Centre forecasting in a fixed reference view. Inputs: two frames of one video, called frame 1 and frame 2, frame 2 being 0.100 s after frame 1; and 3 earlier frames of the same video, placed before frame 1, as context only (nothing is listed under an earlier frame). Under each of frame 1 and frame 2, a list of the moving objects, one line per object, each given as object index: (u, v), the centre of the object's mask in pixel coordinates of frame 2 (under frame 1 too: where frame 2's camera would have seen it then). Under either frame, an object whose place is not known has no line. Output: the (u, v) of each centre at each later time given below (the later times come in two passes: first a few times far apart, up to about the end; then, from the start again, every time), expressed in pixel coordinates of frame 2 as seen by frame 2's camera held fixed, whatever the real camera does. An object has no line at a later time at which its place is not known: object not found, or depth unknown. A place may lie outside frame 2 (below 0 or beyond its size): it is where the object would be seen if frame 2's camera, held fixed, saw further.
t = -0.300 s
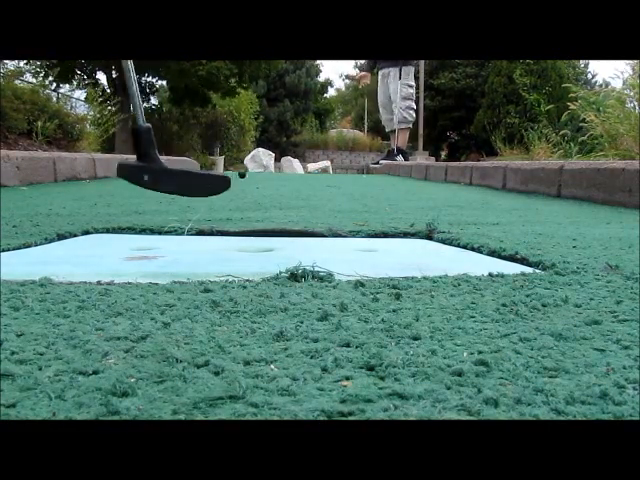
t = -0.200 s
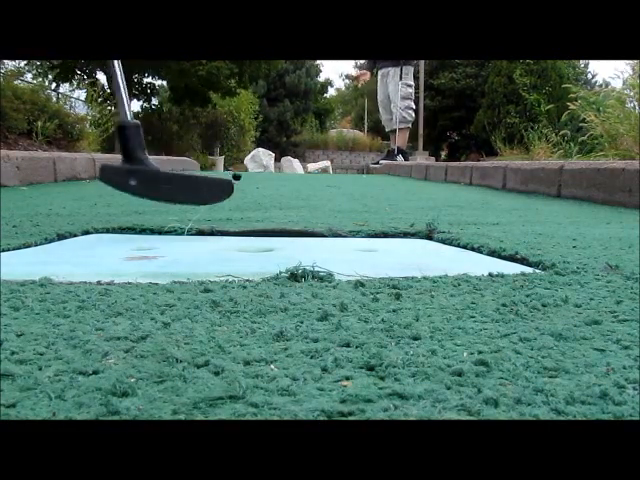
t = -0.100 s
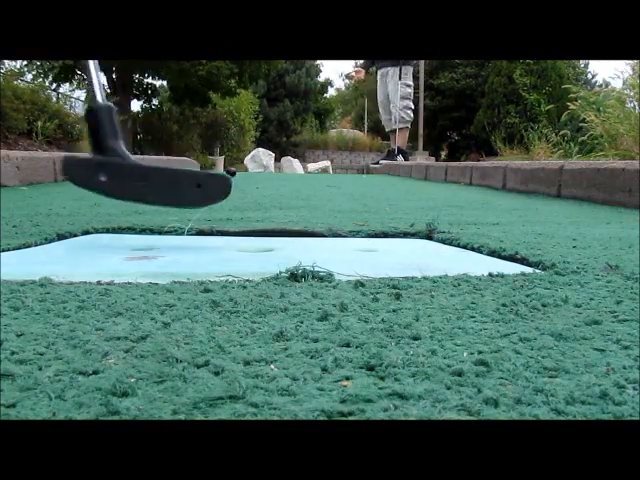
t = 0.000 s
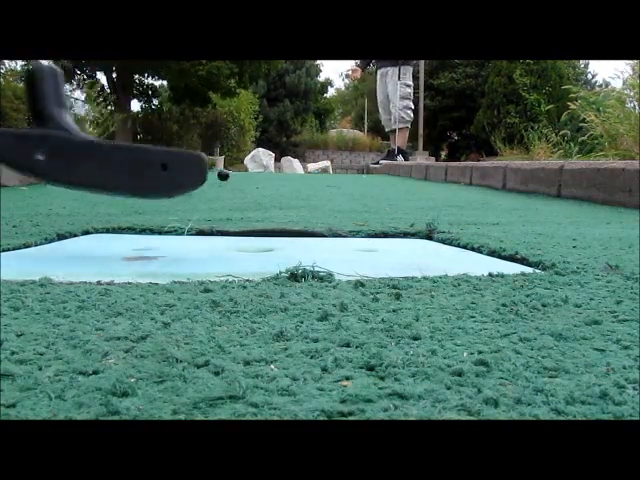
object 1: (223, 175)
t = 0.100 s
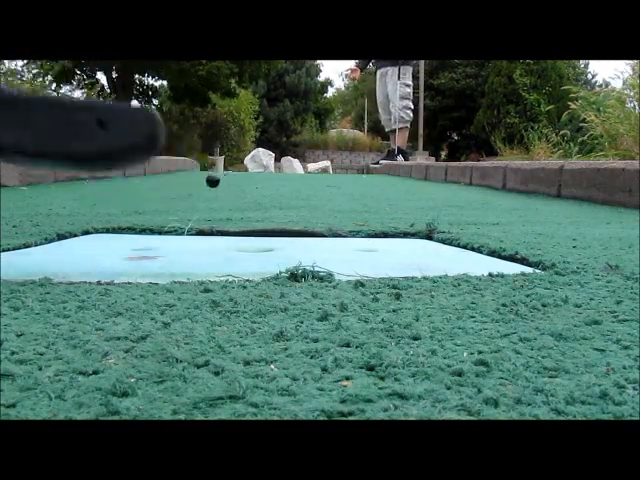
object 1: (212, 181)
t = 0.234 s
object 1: (189, 190)
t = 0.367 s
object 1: (141, 198)
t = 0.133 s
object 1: (208, 184)
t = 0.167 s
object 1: (202, 182)
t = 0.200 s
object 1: (196, 184)
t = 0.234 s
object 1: (189, 190)
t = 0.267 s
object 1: (180, 190)
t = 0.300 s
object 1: (170, 193)
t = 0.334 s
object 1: (157, 196)
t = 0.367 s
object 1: (141, 198)
